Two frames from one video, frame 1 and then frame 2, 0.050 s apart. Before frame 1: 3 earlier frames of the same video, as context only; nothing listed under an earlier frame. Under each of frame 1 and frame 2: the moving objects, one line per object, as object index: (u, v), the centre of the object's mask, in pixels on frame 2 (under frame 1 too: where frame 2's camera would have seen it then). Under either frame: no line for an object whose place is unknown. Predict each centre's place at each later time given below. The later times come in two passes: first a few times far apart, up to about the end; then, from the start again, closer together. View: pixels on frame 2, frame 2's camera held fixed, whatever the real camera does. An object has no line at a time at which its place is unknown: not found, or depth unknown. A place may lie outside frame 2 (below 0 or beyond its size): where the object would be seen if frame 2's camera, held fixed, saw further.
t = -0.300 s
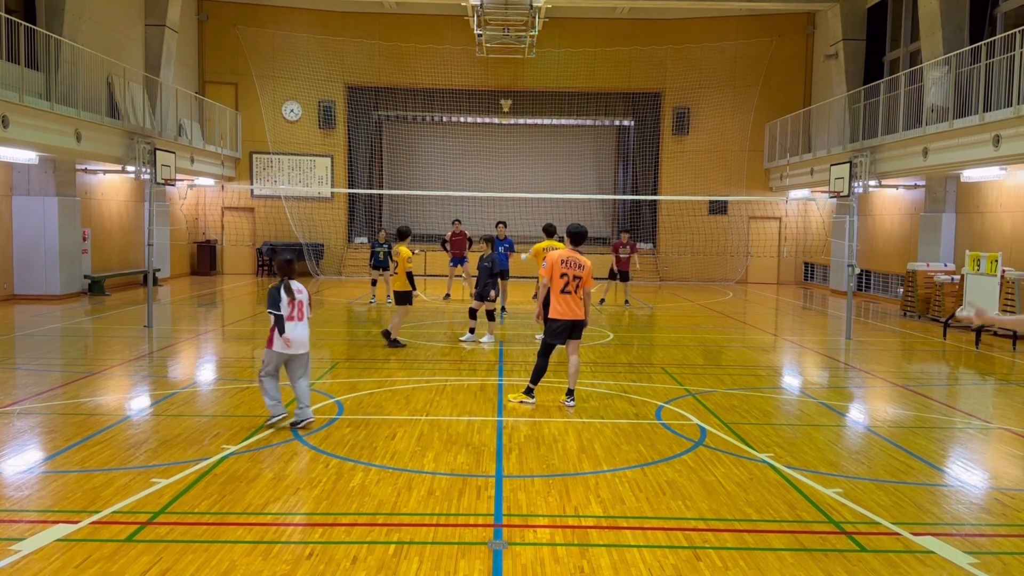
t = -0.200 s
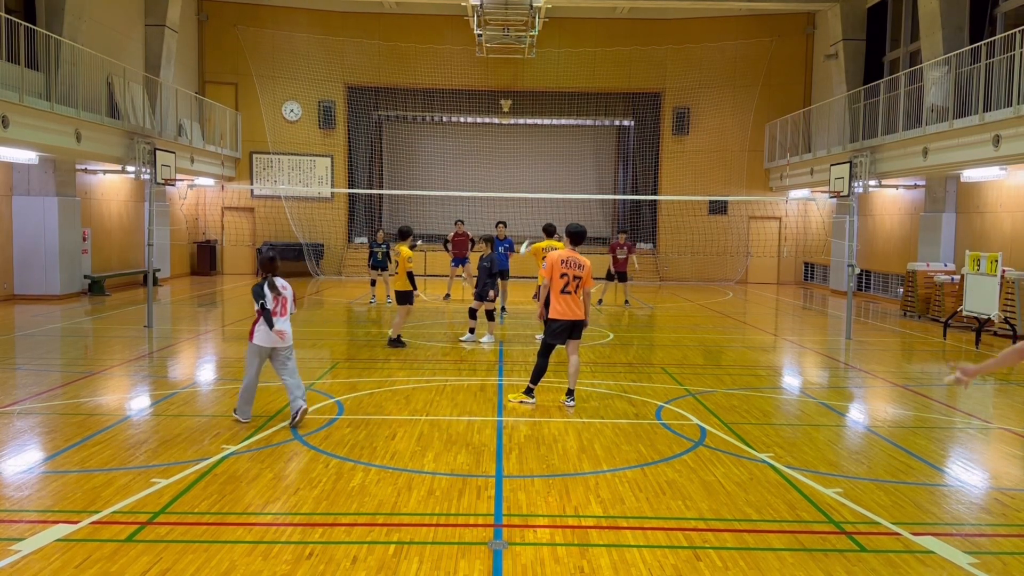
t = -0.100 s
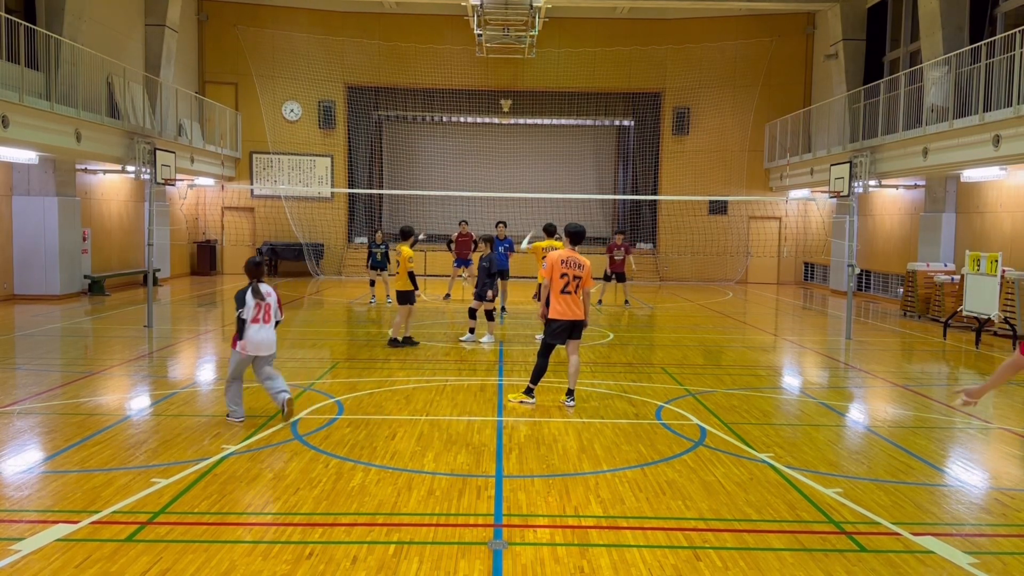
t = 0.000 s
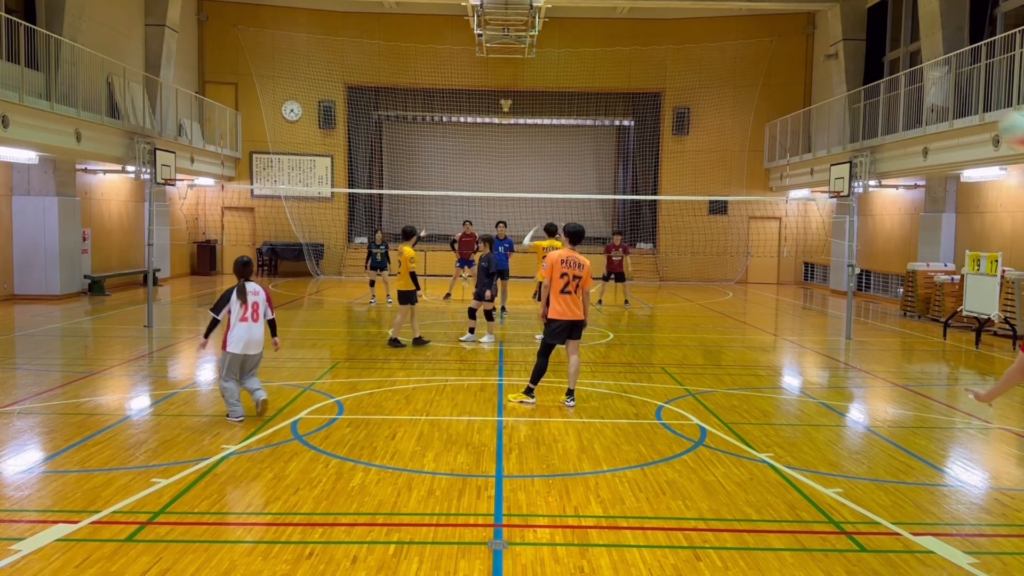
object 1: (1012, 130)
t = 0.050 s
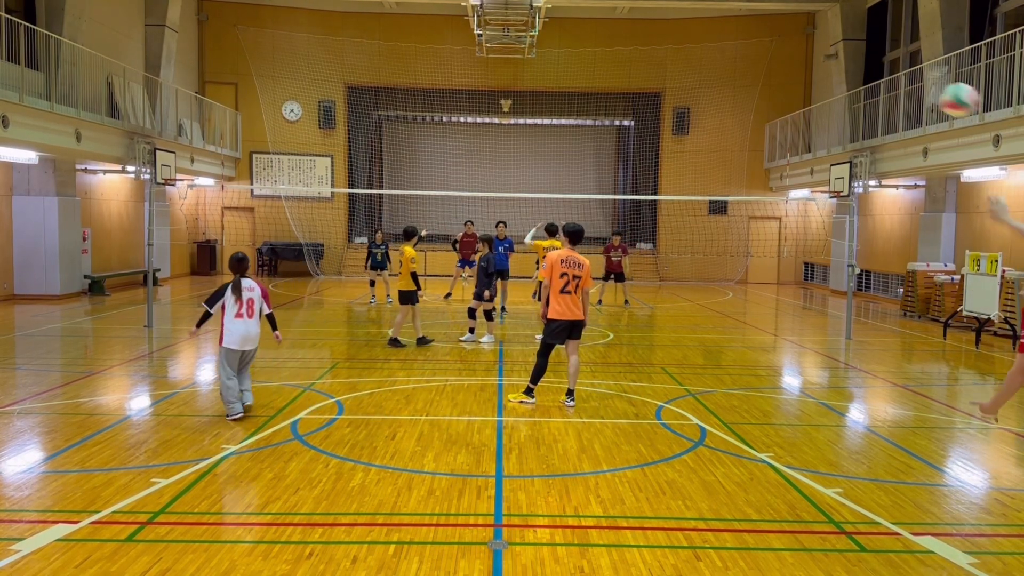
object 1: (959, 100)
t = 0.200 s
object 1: (844, 59)
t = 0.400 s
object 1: (764, 63)
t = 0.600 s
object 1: (715, 96)
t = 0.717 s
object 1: (693, 123)
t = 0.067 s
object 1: (942, 92)
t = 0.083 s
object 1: (928, 86)
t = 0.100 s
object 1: (912, 80)
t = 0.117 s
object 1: (897, 75)
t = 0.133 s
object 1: (886, 71)
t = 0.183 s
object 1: (854, 62)
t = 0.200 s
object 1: (844, 59)
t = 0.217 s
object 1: (836, 57)
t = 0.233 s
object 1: (828, 56)
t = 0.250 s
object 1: (820, 56)
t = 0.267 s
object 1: (812, 55)
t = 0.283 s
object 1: (806, 55)
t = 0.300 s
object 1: (798, 56)
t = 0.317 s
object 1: (793, 56)
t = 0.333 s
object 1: (786, 57)
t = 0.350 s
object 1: (780, 58)
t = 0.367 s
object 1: (774, 59)
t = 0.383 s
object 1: (769, 61)
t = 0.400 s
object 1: (764, 63)
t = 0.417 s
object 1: (759, 65)
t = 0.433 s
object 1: (754, 67)
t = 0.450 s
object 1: (749, 69)
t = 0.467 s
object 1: (745, 72)
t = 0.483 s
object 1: (741, 74)
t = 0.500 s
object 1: (737, 77)
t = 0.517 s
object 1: (733, 80)
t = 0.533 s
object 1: (729, 83)
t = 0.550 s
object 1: (725, 86)
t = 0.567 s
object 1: (721, 89)
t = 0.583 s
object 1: (718, 92)
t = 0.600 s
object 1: (715, 96)
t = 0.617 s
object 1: (711, 99)
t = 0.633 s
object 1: (708, 103)
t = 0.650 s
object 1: (705, 107)
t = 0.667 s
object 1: (702, 111)
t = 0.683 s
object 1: (699, 115)
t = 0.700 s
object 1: (697, 118)
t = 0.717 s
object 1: (693, 123)
